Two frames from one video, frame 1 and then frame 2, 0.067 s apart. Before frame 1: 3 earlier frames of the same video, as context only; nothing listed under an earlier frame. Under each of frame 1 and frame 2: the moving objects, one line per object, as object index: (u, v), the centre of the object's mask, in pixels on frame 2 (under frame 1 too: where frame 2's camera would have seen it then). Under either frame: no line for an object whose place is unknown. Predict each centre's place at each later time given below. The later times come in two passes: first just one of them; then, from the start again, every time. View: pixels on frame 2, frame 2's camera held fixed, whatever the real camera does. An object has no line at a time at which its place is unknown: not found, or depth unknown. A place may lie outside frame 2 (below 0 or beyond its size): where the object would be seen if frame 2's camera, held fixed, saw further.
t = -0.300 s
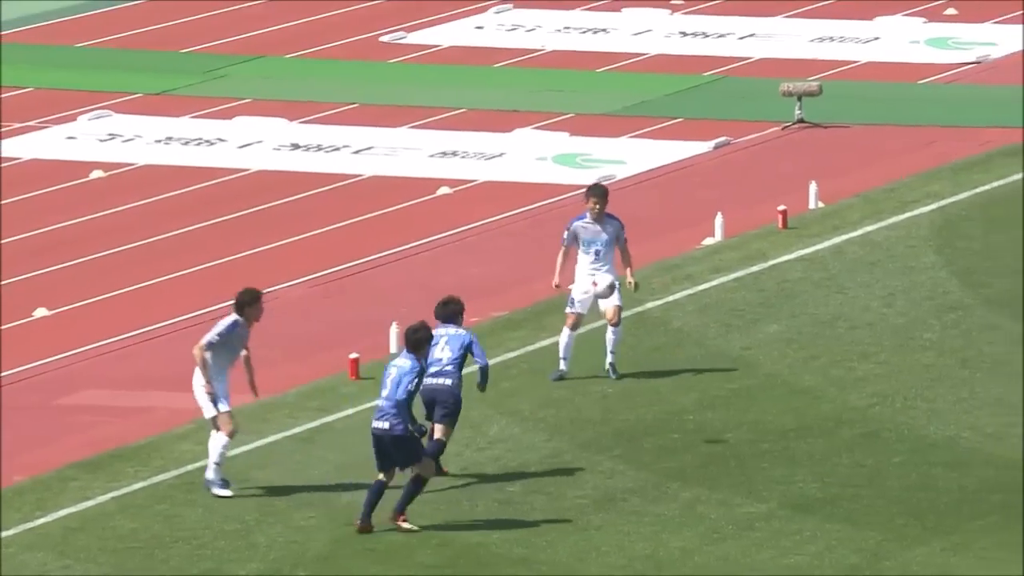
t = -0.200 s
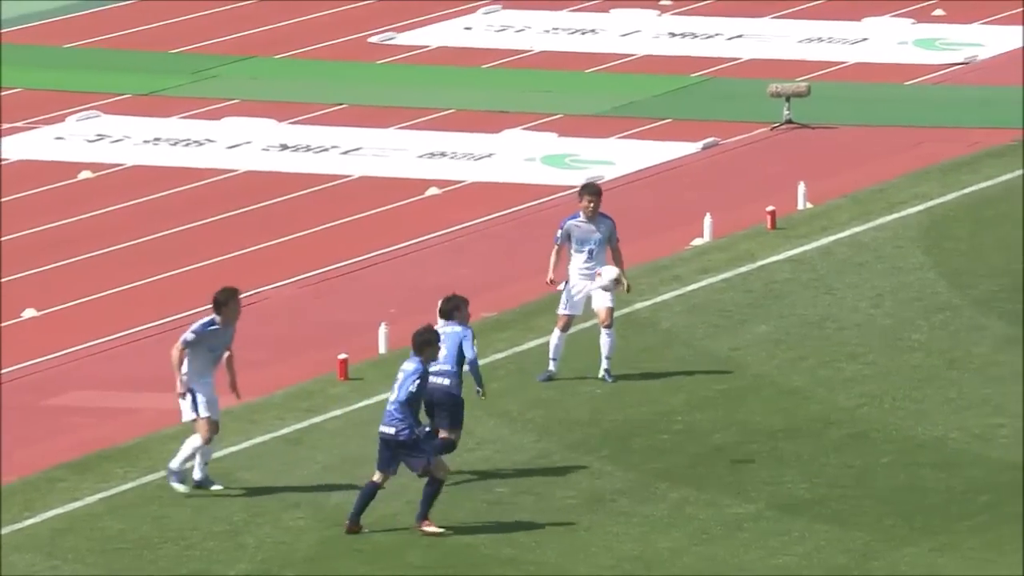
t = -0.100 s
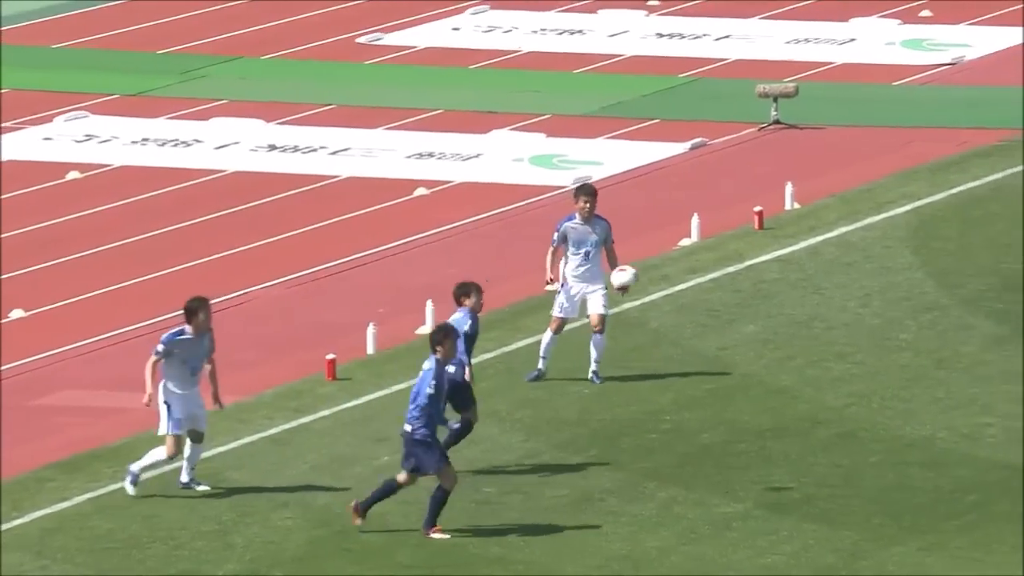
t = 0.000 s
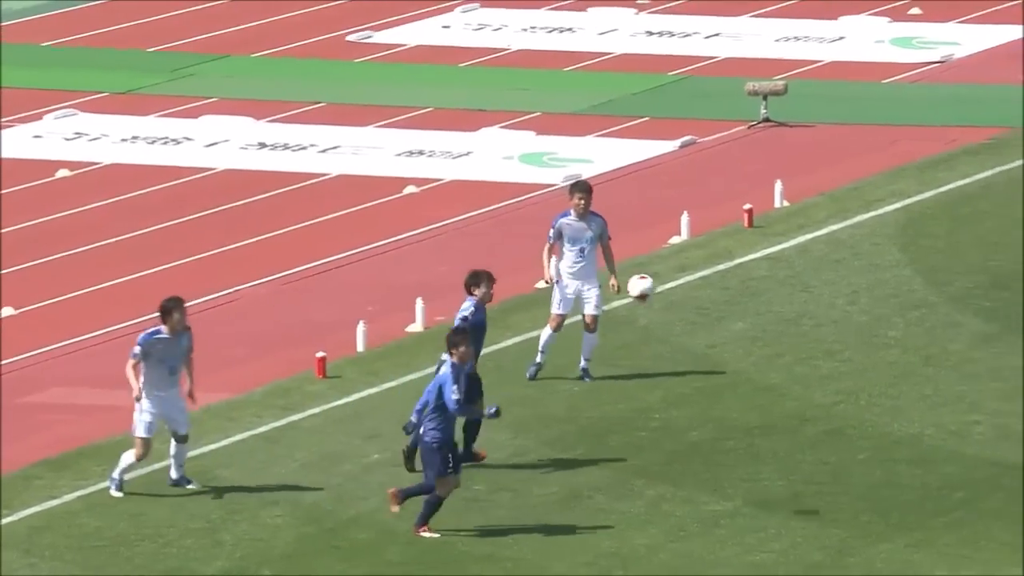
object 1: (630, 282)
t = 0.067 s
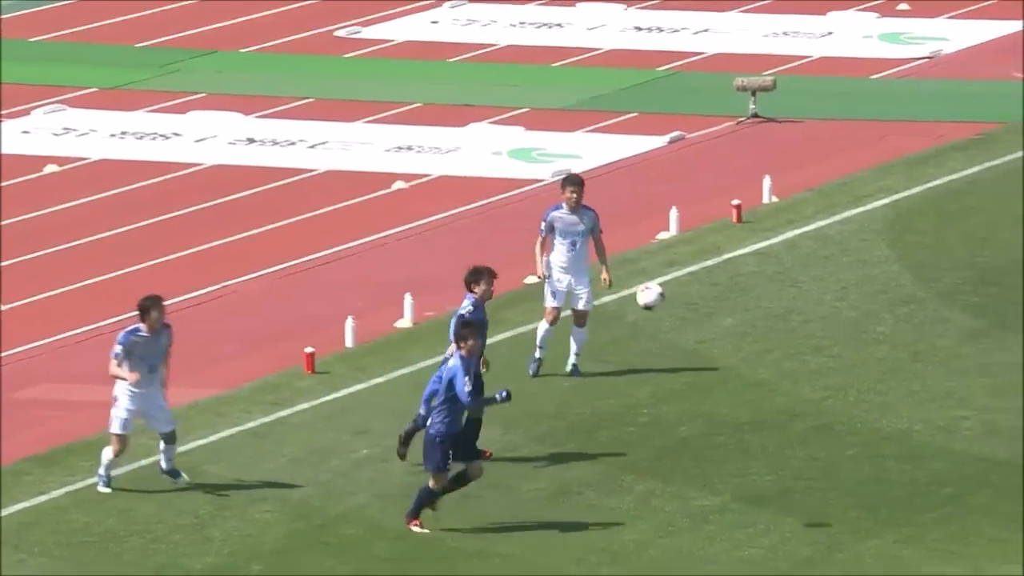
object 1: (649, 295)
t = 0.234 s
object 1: (704, 352)
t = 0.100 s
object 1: (659, 303)
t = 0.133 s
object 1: (671, 314)
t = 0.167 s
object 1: (683, 326)
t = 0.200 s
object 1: (694, 339)
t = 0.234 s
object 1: (704, 352)
